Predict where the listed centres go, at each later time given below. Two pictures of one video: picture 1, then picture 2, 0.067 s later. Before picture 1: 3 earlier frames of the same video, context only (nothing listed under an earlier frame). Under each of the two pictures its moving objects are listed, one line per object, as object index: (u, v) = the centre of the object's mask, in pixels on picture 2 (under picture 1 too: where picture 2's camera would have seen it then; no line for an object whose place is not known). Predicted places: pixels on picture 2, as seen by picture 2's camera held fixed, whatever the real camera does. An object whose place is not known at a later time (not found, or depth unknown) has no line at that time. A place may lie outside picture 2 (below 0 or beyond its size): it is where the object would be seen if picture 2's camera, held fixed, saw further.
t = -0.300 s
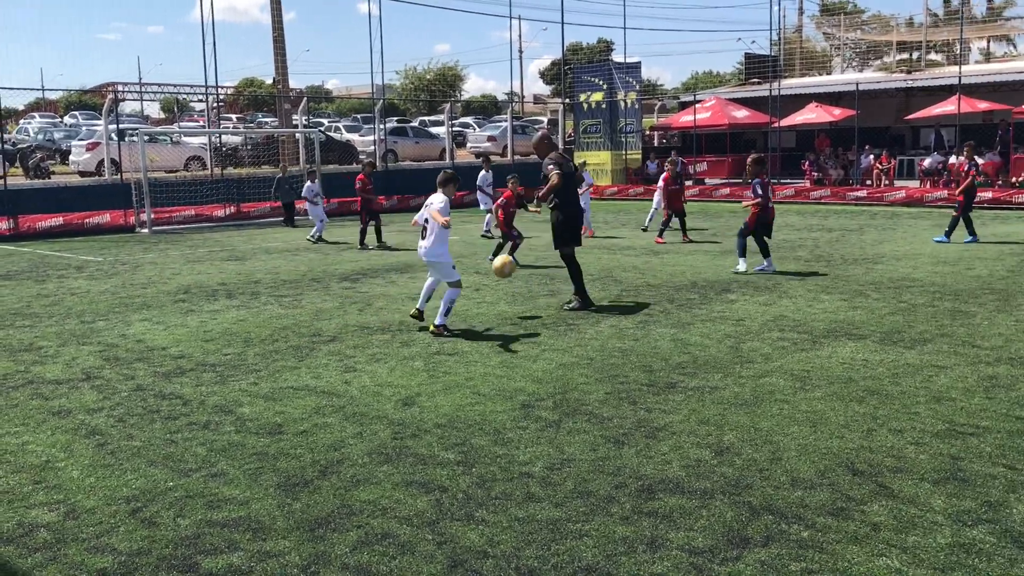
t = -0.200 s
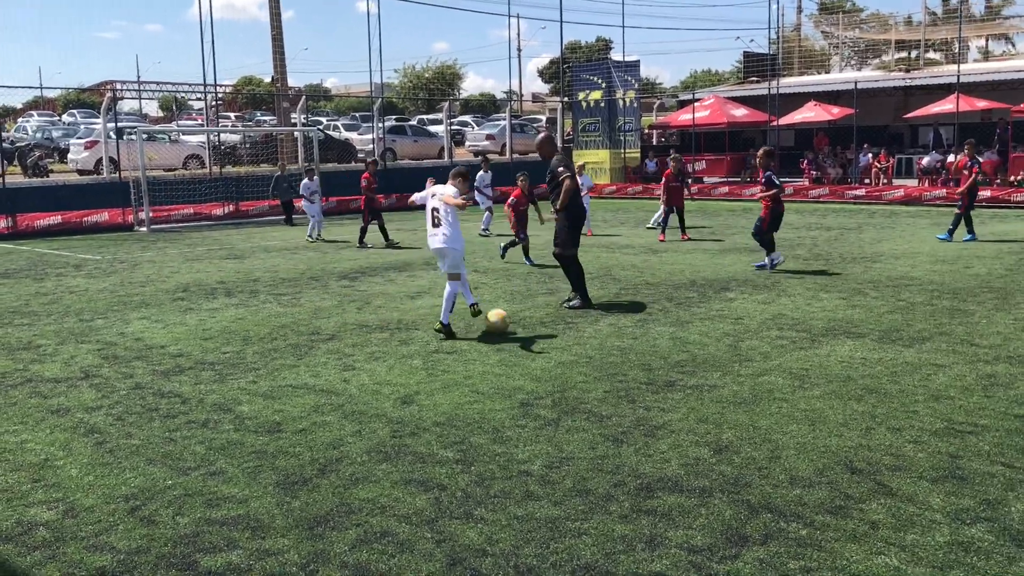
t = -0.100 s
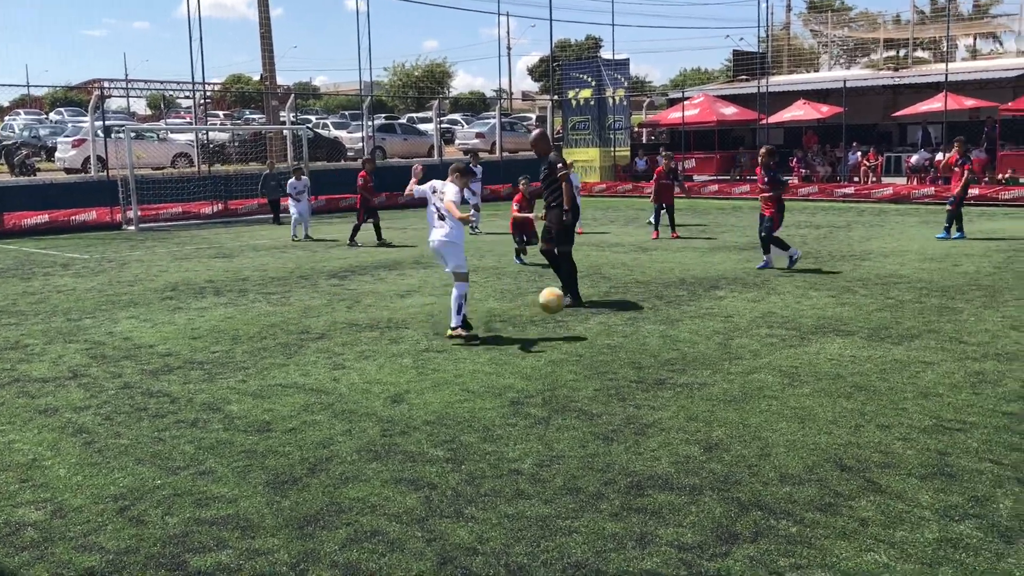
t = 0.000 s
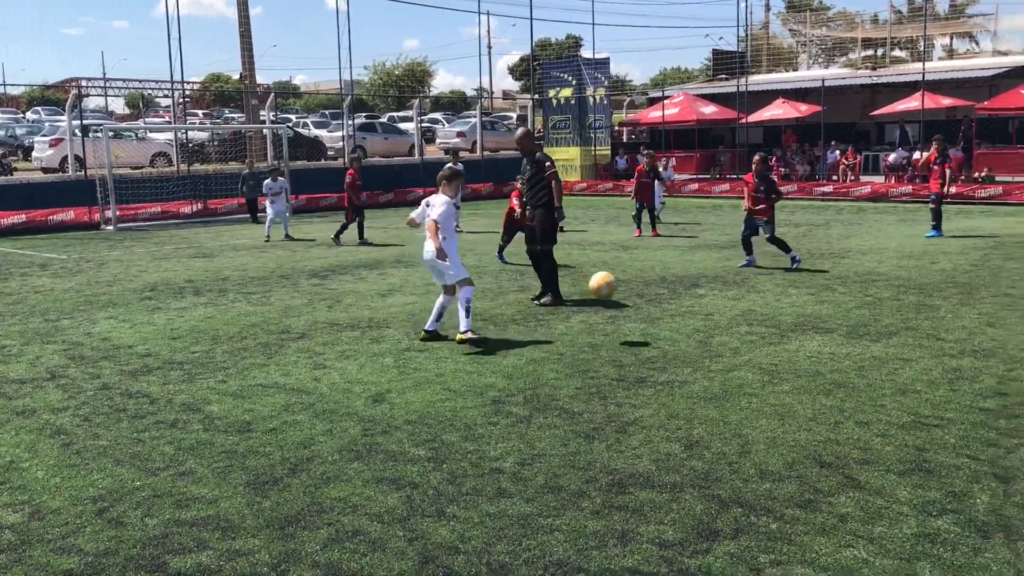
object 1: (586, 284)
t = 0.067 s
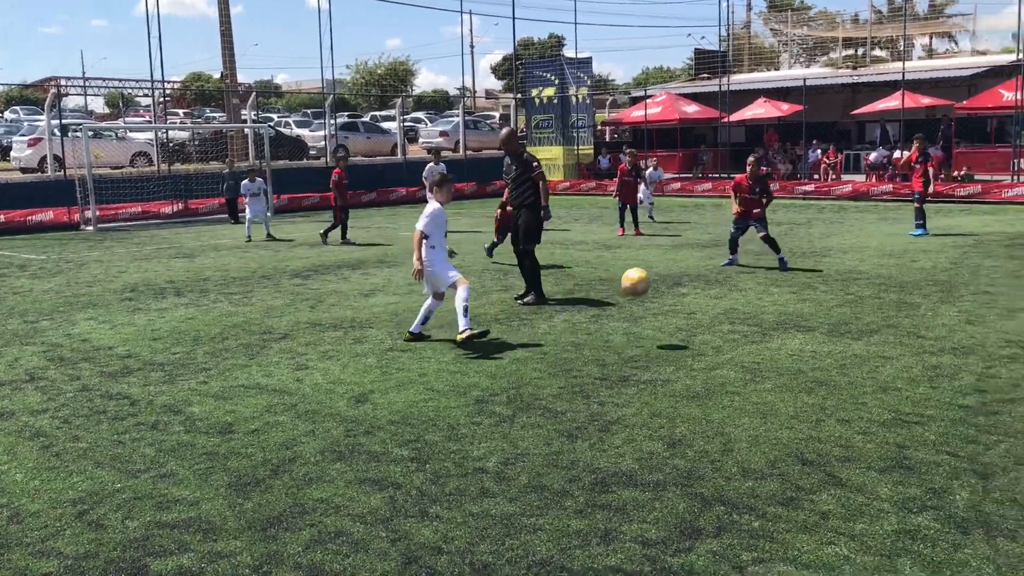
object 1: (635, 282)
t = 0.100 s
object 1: (661, 283)
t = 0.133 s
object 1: (688, 285)
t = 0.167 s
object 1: (715, 290)
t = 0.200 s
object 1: (742, 294)
